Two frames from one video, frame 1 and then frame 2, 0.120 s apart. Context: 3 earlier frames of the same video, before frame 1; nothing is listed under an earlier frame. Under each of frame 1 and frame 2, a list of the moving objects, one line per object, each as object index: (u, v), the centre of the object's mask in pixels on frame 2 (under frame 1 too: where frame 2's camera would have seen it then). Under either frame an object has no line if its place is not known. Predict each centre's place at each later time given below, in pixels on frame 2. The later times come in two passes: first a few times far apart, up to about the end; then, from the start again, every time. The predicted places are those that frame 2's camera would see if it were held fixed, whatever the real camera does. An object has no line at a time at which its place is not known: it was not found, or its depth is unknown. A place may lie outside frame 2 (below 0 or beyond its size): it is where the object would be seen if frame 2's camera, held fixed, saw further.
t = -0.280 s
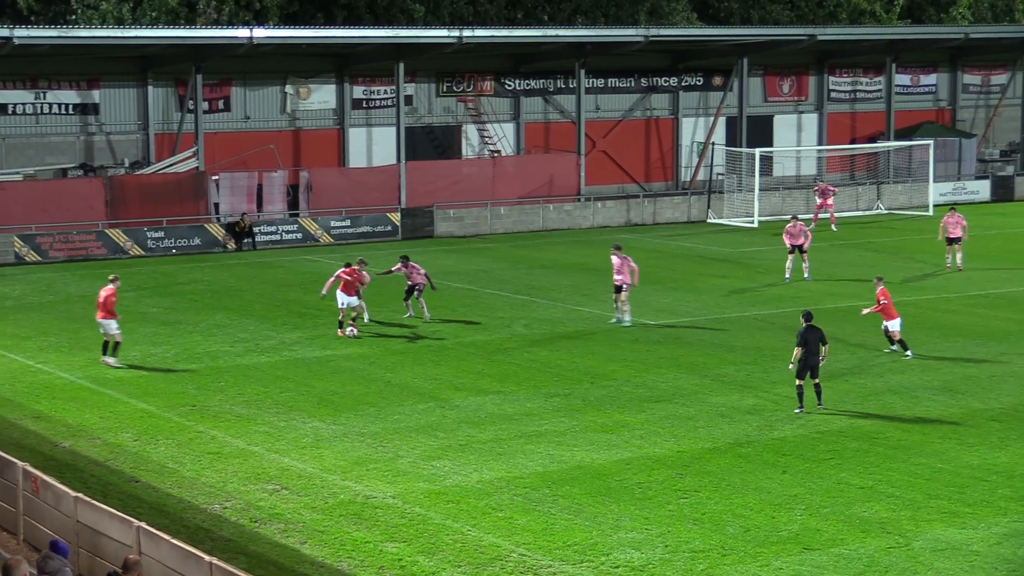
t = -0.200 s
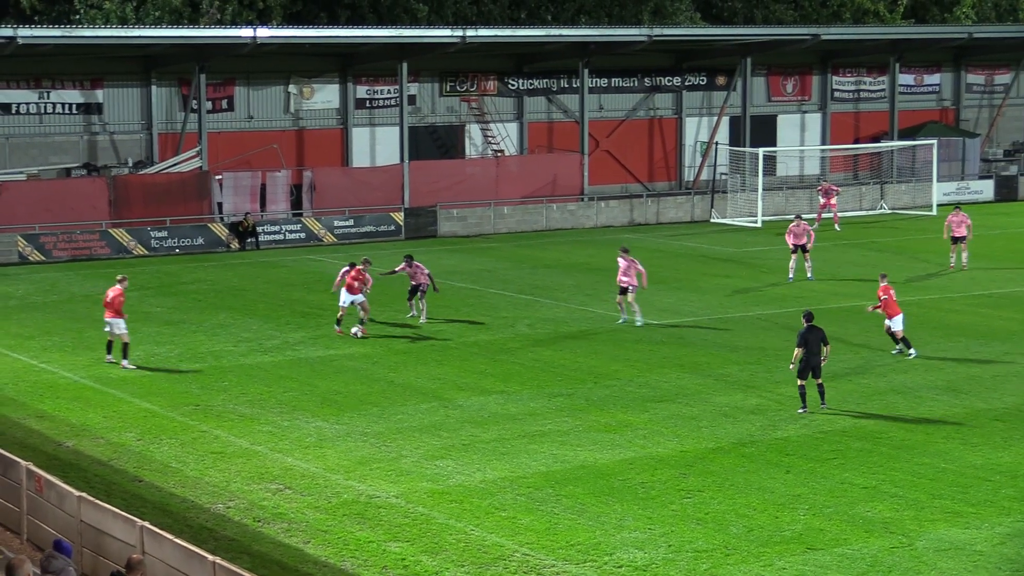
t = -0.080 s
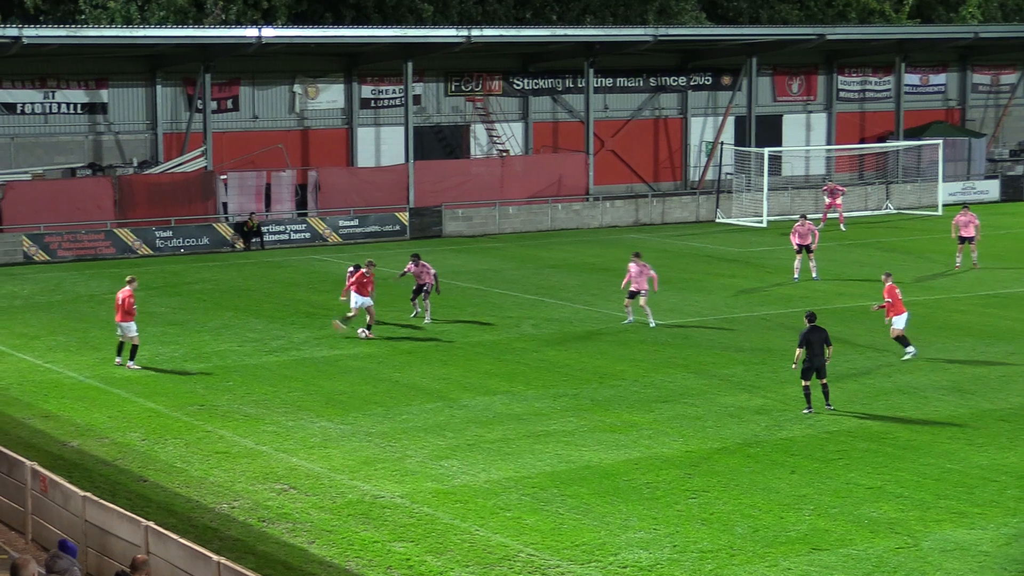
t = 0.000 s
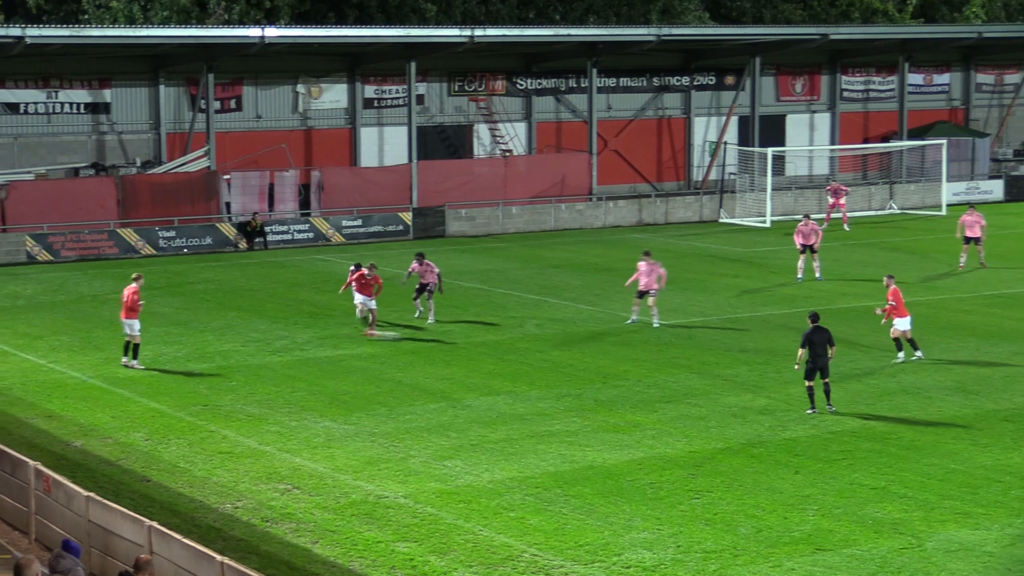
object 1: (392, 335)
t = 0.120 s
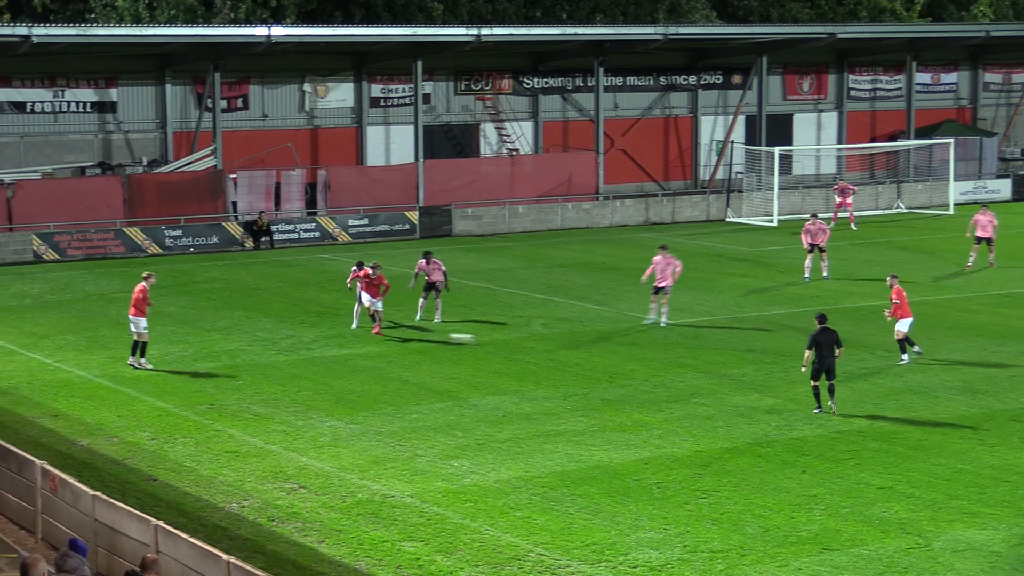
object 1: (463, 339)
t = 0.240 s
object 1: (529, 343)
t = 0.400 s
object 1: (609, 348)
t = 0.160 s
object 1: (484, 340)
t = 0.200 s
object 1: (506, 341)
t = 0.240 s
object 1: (529, 343)
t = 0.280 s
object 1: (548, 344)
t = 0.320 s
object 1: (569, 345)
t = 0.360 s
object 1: (590, 346)
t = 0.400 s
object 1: (609, 348)
